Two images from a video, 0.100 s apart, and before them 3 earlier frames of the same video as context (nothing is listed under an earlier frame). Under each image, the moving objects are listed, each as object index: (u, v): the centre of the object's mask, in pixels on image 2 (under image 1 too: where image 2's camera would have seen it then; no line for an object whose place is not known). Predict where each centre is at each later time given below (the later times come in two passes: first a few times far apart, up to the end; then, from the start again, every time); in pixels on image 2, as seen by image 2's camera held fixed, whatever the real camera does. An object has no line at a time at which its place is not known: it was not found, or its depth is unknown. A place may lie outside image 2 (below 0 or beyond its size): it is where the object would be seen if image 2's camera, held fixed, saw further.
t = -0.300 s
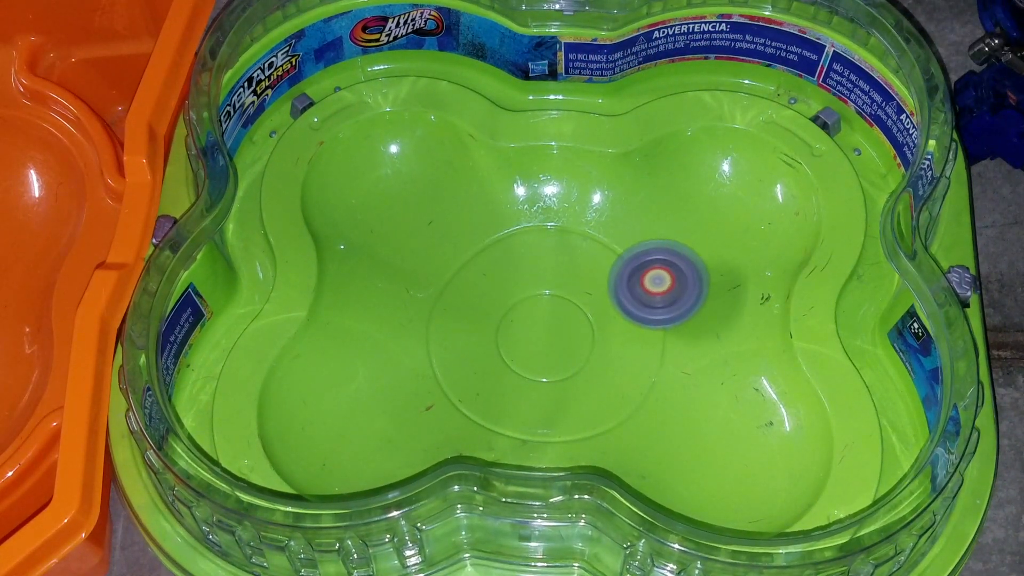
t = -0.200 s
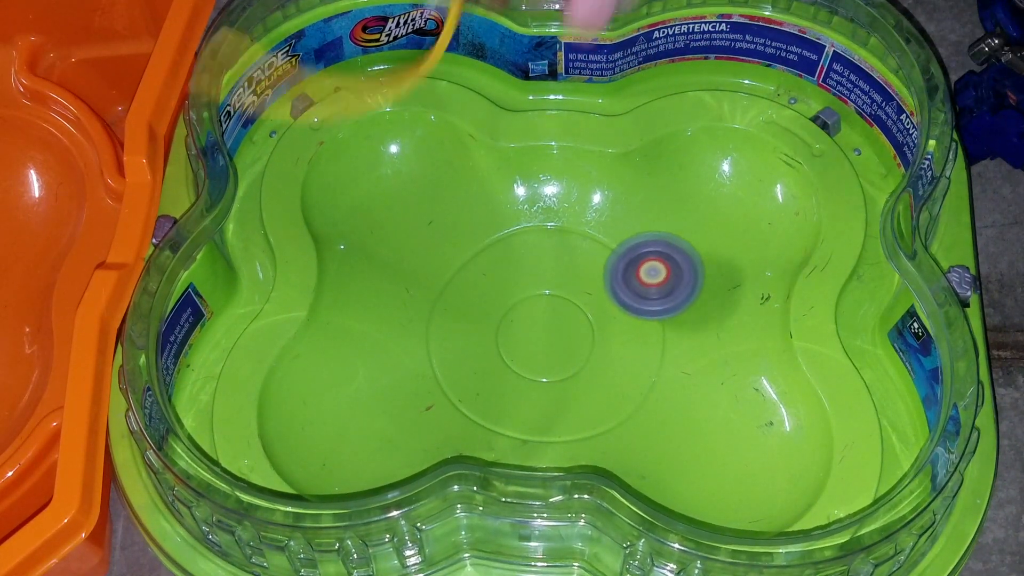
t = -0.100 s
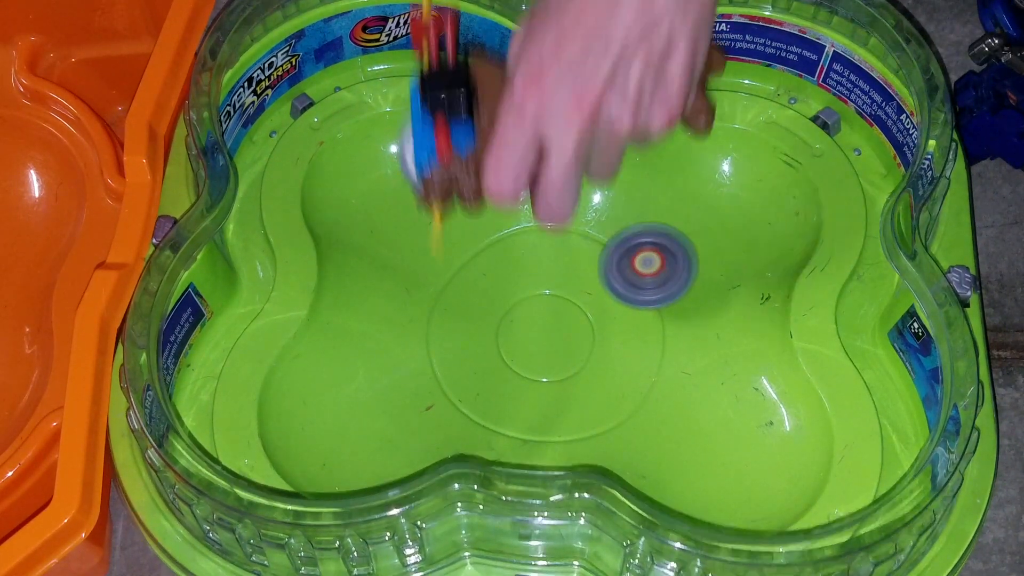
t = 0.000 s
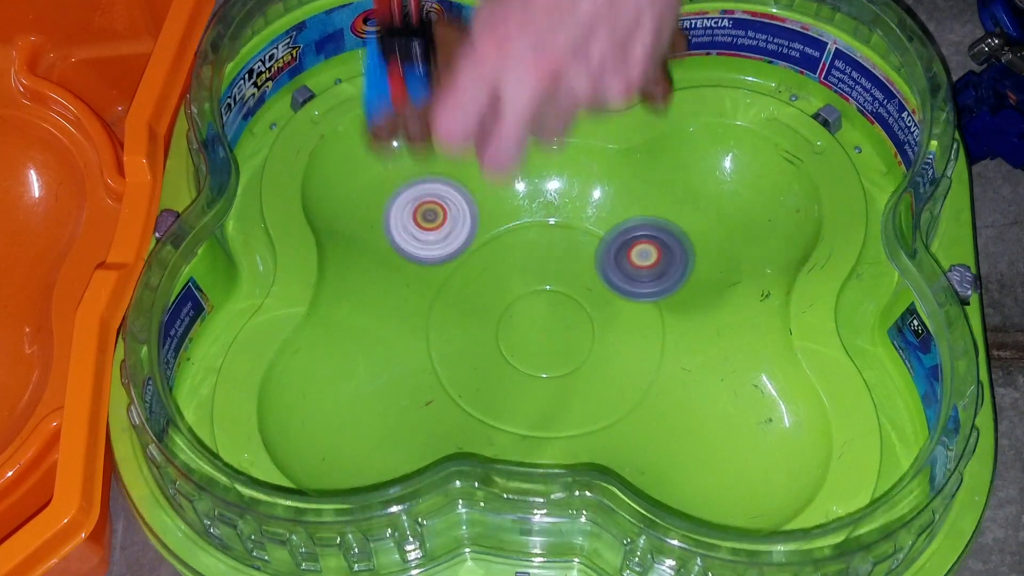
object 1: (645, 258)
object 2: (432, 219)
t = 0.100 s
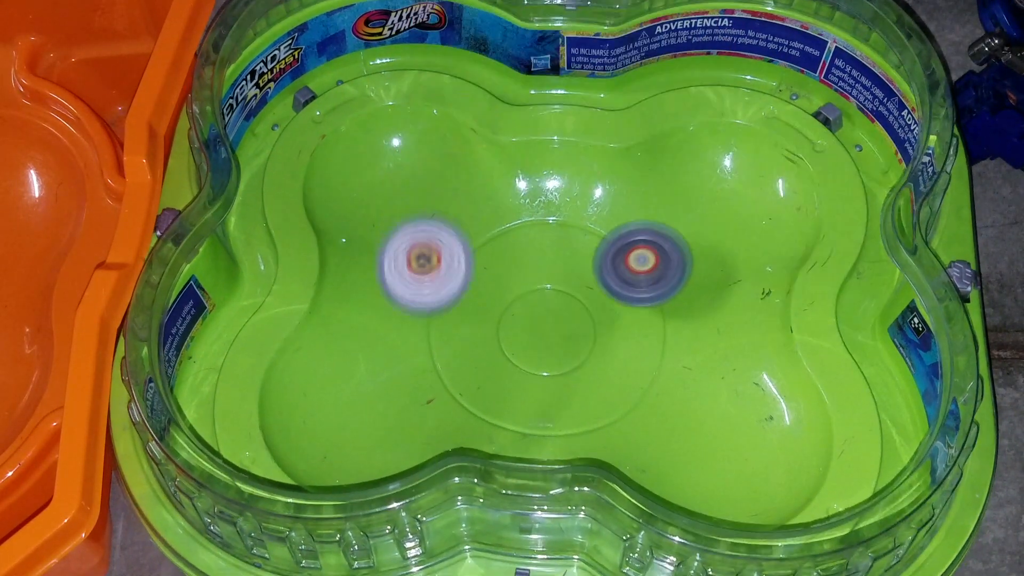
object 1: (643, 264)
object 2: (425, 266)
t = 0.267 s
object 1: (609, 286)
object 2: (562, 409)
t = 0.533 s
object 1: (539, 329)
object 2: (694, 323)
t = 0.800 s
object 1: (547, 349)
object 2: (473, 249)
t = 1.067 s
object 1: (503, 330)
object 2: (413, 410)
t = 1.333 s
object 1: (531, 286)
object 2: (582, 384)
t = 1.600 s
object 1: (499, 273)
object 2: (594, 301)
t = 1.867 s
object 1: (430, 216)
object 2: (540, 305)
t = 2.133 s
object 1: (408, 196)
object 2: (456, 357)
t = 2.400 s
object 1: (394, 173)
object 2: (480, 354)
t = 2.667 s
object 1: (409, 182)
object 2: (500, 333)
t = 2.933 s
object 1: (406, 176)
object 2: (516, 320)
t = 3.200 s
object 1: (428, 214)
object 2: (516, 297)
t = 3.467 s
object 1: (377, 139)
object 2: (722, 392)
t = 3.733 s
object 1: (467, 259)
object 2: (661, 315)
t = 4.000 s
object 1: (542, 346)
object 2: (682, 252)
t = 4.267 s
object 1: (611, 380)
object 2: (655, 269)
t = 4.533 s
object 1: (658, 387)
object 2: (591, 297)
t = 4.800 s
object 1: (656, 397)
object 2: (543, 355)
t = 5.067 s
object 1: (688, 432)
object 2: (544, 349)
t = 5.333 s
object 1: (706, 433)
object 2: (510, 342)
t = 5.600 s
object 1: (687, 393)
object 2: (496, 336)
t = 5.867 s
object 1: (640, 335)
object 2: (499, 335)
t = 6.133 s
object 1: (613, 248)
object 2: (466, 330)
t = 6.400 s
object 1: (652, 241)
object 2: (413, 374)
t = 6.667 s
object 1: (690, 255)
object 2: (463, 355)
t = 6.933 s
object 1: (703, 240)
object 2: (516, 328)
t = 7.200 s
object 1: (685, 249)
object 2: (552, 291)
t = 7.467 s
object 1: (647, 264)
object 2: (523, 272)
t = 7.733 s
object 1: (638, 273)
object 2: (478, 298)
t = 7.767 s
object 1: (644, 274)
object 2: (477, 302)
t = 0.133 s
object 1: (638, 268)
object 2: (427, 302)
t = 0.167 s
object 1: (631, 273)
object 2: (449, 336)
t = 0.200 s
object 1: (624, 278)
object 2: (482, 370)
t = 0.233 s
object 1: (618, 282)
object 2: (520, 405)
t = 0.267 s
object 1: (609, 286)
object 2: (562, 409)
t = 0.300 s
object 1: (597, 289)
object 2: (608, 411)
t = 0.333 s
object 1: (586, 291)
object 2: (656, 411)
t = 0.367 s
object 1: (579, 294)
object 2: (700, 402)
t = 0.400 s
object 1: (570, 299)
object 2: (731, 384)
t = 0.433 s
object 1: (561, 305)
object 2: (742, 363)
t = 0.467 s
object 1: (552, 312)
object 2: (738, 348)
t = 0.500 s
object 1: (545, 320)
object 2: (721, 339)
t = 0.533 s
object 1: (539, 329)
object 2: (694, 323)
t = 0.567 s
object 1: (536, 337)
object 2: (668, 301)
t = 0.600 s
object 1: (536, 345)
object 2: (646, 279)
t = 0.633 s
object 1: (536, 351)
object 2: (627, 258)
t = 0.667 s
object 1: (540, 351)
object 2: (605, 244)
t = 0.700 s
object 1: (547, 348)
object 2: (579, 238)
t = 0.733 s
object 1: (551, 346)
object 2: (546, 238)
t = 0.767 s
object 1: (551, 347)
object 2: (510, 242)
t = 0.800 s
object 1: (547, 349)
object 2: (473, 249)
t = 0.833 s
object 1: (541, 351)
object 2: (443, 257)
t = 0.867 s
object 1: (537, 349)
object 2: (424, 269)
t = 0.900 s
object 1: (530, 348)
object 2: (415, 285)
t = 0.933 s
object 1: (523, 345)
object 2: (412, 307)
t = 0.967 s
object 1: (518, 343)
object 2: (411, 334)
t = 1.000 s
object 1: (516, 338)
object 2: (408, 367)
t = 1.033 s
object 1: (511, 334)
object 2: (407, 393)
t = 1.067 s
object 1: (503, 330)
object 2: (413, 410)
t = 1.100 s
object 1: (501, 326)
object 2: (423, 415)
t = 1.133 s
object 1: (505, 325)
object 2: (441, 412)
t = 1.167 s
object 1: (507, 324)
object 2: (462, 406)
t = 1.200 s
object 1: (516, 312)
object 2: (477, 404)
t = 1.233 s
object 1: (524, 304)
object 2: (499, 398)
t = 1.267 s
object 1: (529, 299)
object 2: (526, 390)
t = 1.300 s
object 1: (532, 291)
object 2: (555, 388)
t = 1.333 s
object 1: (531, 286)
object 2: (582, 384)
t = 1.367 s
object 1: (527, 282)
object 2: (608, 378)
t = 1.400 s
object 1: (523, 278)
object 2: (627, 371)
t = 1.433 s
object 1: (519, 273)
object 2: (639, 364)
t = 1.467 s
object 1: (516, 272)
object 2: (641, 356)
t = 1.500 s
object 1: (512, 273)
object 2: (636, 344)
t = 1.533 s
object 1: (506, 274)
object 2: (624, 331)
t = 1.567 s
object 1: (503, 275)
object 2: (607, 316)
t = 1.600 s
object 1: (499, 273)
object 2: (594, 301)
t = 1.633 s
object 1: (484, 258)
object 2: (593, 298)
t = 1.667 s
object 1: (469, 247)
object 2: (594, 299)
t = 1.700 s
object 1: (457, 236)
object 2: (594, 304)
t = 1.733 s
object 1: (450, 232)
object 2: (591, 309)
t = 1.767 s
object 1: (445, 227)
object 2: (583, 311)
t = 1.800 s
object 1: (439, 223)
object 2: (571, 309)
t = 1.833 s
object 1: (434, 220)
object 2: (557, 306)
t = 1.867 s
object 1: (430, 216)
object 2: (540, 305)
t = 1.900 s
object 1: (426, 213)
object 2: (523, 306)
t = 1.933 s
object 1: (422, 210)
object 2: (506, 310)
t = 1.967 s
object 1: (417, 207)
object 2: (493, 317)
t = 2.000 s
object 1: (414, 204)
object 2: (482, 326)
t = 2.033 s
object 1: (412, 202)
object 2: (472, 336)
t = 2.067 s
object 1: (410, 200)
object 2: (464, 346)
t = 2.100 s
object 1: (409, 199)
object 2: (458, 353)
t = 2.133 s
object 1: (408, 196)
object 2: (456, 357)
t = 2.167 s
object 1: (407, 194)
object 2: (456, 360)
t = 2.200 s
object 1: (407, 191)
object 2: (456, 361)
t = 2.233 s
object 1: (406, 187)
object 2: (458, 362)
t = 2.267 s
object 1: (405, 184)
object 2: (462, 362)
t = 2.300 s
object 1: (403, 181)
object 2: (466, 362)
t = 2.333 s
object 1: (400, 177)
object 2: (471, 360)
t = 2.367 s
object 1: (397, 174)
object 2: (475, 357)
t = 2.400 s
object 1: (394, 173)
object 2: (480, 354)
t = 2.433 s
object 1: (391, 174)
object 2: (484, 352)
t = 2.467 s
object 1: (389, 176)
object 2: (489, 349)
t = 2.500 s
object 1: (389, 179)
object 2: (492, 346)
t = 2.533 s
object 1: (391, 182)
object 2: (495, 342)
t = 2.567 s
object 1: (396, 185)
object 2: (497, 339)
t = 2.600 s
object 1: (401, 185)
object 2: (498, 337)
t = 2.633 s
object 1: (406, 184)
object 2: (499, 335)
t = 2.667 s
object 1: (409, 182)
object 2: (500, 333)
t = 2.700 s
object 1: (410, 181)
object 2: (501, 333)
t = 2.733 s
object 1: (411, 179)
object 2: (504, 334)
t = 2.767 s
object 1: (411, 177)
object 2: (511, 337)
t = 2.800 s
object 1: (410, 176)
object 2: (513, 335)
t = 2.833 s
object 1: (408, 176)
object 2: (513, 331)
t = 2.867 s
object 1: (407, 176)
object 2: (514, 327)
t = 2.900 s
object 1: (407, 176)
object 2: (516, 323)
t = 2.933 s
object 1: (406, 176)
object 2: (516, 320)
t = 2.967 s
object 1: (405, 177)
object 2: (516, 317)
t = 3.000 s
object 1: (406, 179)
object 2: (517, 314)
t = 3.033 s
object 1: (408, 182)
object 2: (517, 312)
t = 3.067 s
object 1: (411, 187)
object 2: (516, 310)
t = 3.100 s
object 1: (414, 192)
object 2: (517, 307)
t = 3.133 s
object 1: (419, 198)
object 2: (516, 304)
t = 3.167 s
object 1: (423, 206)
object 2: (517, 301)
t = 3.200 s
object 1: (428, 214)
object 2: (516, 297)
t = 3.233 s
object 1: (433, 222)
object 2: (516, 293)
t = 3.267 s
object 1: (440, 231)
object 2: (517, 286)
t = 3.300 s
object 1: (407, 205)
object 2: (564, 317)
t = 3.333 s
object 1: (371, 173)
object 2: (615, 349)
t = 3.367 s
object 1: (358, 145)
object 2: (656, 375)
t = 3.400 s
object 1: (357, 131)
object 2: (686, 386)
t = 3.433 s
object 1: (360, 128)
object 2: (709, 392)
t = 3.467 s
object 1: (377, 139)
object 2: (722, 392)
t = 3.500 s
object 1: (404, 163)
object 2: (728, 391)
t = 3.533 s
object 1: (421, 178)
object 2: (725, 384)
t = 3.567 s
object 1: (437, 196)
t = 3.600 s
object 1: (448, 213)
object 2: (703, 362)
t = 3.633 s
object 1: (455, 227)
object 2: (690, 350)
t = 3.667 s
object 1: (461, 240)
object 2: (677, 338)
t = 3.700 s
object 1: (463, 250)
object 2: (668, 327)
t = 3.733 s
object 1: (467, 259)
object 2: (661, 315)
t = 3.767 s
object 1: (474, 268)
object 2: (659, 306)
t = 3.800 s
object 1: (483, 281)
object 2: (660, 298)
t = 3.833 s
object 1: (492, 293)
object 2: (664, 289)
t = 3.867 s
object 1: (502, 305)
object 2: (668, 278)
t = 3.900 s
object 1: (513, 318)
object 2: (672, 267)
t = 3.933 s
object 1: (523, 328)
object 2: (678, 258)
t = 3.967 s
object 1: (532, 336)
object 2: (681, 254)
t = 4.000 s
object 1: (542, 346)
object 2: (682, 252)
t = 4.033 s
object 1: (552, 352)
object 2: (681, 252)
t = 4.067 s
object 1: (560, 358)
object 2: (678, 254)
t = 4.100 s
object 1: (568, 362)
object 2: (675, 256)
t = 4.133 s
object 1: (576, 363)
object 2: (671, 259)
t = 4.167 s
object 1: (584, 367)
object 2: (668, 263)
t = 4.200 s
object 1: (593, 371)
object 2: (664, 265)
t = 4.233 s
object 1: (602, 376)
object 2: (661, 268)
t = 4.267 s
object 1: (611, 380)
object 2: (655, 269)
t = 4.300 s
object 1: (620, 383)
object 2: (646, 269)
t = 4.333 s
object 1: (628, 388)
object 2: (639, 271)
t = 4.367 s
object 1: (632, 388)
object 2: (633, 274)
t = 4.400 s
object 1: (635, 387)
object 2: (626, 278)
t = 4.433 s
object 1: (638, 388)
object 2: (618, 283)
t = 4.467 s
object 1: (643, 387)
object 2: (609, 287)
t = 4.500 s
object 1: (650, 386)
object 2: (600, 292)
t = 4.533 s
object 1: (658, 387)
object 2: (591, 297)
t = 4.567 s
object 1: (664, 388)
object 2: (583, 304)
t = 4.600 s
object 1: (667, 389)
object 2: (573, 312)
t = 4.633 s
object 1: (668, 390)
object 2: (563, 320)
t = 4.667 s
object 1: (667, 391)
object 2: (555, 327)
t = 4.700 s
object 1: (665, 392)
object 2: (549, 334)
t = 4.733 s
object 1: (662, 393)
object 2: (546, 341)
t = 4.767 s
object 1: (659, 395)
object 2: (544, 348)
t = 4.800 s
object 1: (656, 397)
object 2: (543, 355)
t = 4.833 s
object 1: (654, 398)
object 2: (543, 361)
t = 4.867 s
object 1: (653, 399)
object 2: (547, 365)
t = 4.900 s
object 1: (651, 399)
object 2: (552, 367)
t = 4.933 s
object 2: (553, 366)
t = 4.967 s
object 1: (667, 415)
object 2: (550, 359)
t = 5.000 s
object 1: (677, 424)
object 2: (549, 352)
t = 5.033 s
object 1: (683, 428)
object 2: (547, 350)
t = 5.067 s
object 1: (688, 432)
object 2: (544, 349)
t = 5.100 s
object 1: (691, 434)
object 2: (542, 349)
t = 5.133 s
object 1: (695, 436)
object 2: (540, 350)
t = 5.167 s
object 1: (698, 437)
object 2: (537, 351)
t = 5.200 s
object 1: (701, 438)
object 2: (531, 352)
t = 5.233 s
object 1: (703, 437)
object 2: (524, 351)
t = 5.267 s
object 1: (704, 437)
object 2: (522, 348)
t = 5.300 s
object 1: (705, 435)
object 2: (515, 345)
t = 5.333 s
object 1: (706, 433)
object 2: (510, 342)
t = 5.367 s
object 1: (705, 430)
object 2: (513, 340)
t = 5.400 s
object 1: (705, 426)
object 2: (512, 338)
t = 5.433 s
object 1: (702, 422)
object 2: (507, 335)
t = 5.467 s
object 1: (700, 417)
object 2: (501, 331)
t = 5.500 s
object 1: (697, 411)
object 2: (500, 331)
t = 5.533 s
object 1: (695, 405)
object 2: (499, 333)
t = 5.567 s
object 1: (691, 400)
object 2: (498, 335)
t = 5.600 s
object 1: (687, 393)
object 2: (496, 336)
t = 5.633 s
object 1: (683, 387)
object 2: (495, 337)
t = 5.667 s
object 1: (677, 379)
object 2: (494, 338)
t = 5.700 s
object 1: (673, 372)
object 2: (494, 338)
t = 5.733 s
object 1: (667, 365)
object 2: (494, 338)
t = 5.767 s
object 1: (661, 357)
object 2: (494, 338)
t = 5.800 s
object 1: (654, 349)
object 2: (495, 338)
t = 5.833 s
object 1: (647, 342)
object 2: (497, 337)
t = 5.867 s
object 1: (640, 335)
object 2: (499, 335)
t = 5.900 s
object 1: (630, 329)
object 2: (502, 335)
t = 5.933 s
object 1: (619, 322)
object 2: (507, 336)
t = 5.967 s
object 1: (605, 313)
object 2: (512, 335)
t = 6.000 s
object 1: (602, 302)
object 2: (505, 331)
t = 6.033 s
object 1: (596, 290)
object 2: (503, 328)
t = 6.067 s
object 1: (587, 279)
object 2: (502, 322)
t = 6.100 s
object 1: (594, 265)
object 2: (488, 323)
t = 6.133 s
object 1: (613, 248)
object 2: (466, 330)
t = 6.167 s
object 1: (628, 235)
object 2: (451, 333)
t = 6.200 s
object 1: (638, 229)
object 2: (439, 337)
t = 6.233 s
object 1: (643, 227)
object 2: (429, 343)
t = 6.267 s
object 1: (645, 228)
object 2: (422, 353)
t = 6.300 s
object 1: (646, 231)
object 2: (416, 361)
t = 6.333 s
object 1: (648, 236)
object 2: (412, 367)
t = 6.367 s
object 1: (649, 238)
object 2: (411, 371)
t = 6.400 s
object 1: (652, 241)
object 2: (413, 374)
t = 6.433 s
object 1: (655, 244)
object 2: (415, 375)
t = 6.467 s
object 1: (658, 245)
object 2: (420, 375)
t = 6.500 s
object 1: (663, 247)
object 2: (426, 374)
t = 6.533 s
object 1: (668, 249)
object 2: (433, 372)
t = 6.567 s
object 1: (672, 251)
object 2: (441, 369)
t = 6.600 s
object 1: (677, 252)
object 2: (449, 366)
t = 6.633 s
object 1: (684, 254)
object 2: (455, 361)
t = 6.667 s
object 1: (690, 255)
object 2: (463, 355)
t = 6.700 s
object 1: (694, 255)
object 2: (470, 351)
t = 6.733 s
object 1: (699, 255)
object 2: (476, 349)
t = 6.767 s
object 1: (703, 255)
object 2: (482, 346)
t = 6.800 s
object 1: (705, 253)
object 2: (489, 342)
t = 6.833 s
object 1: (705, 248)
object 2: (496, 339)
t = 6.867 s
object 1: (705, 243)
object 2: (503, 335)
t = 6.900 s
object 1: (704, 240)
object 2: (511, 331)
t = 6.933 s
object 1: (703, 240)
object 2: (516, 328)
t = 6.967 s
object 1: (702, 240)
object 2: (522, 325)
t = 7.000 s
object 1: (701, 241)
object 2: (529, 321)
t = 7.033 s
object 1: (700, 242)
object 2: (535, 317)
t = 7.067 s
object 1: (697, 243)
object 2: (541, 312)
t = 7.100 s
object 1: (695, 244)
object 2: (545, 307)
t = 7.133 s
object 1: (693, 245)
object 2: (548, 301)
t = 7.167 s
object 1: (690, 246)
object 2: (551, 296)
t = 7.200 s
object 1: (685, 249)
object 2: (552, 291)
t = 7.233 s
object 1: (680, 251)
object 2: (552, 286)
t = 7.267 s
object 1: (674, 253)
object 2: (552, 281)
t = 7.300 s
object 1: (668, 256)
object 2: (552, 277)
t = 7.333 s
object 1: (660, 259)
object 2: (554, 273)
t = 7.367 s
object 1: (651, 261)
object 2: (552, 271)
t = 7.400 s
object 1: (648, 261)
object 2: (541, 270)
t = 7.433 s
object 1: (649, 262)
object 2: (530, 271)
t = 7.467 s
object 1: (647, 264)
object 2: (523, 272)
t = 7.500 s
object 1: (641, 265)
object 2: (519, 273)
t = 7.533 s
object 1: (634, 267)
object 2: (516, 276)
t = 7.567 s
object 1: (627, 269)
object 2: (514, 278)
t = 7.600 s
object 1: (618, 271)
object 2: (513, 283)
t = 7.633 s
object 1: (608, 272)
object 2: (512, 291)
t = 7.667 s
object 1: (603, 272)
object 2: (509, 296)
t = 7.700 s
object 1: (624, 272)
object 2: (489, 297)
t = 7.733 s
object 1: (638, 273)
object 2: (478, 298)
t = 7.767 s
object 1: (644, 274)
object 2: (477, 302)
